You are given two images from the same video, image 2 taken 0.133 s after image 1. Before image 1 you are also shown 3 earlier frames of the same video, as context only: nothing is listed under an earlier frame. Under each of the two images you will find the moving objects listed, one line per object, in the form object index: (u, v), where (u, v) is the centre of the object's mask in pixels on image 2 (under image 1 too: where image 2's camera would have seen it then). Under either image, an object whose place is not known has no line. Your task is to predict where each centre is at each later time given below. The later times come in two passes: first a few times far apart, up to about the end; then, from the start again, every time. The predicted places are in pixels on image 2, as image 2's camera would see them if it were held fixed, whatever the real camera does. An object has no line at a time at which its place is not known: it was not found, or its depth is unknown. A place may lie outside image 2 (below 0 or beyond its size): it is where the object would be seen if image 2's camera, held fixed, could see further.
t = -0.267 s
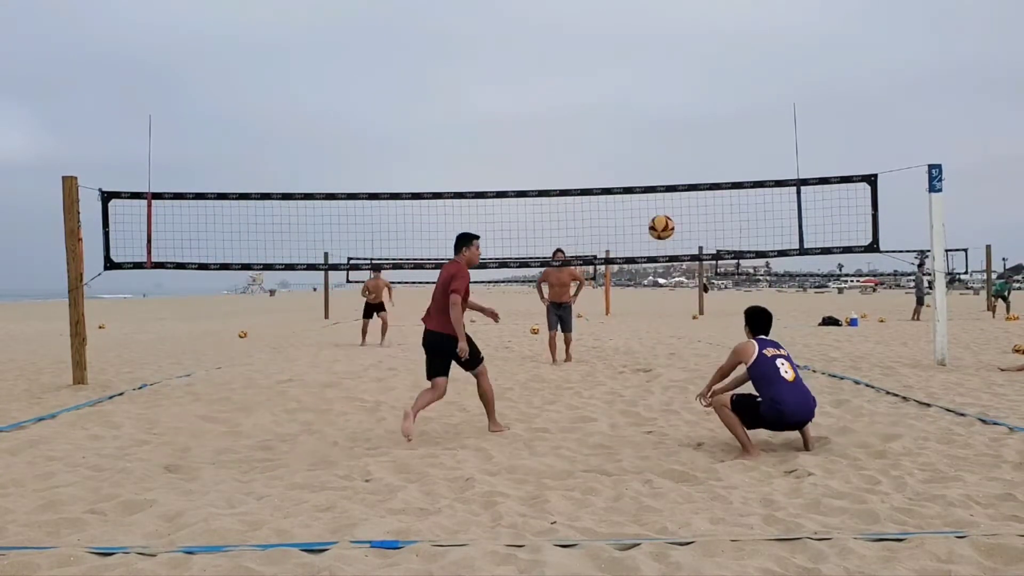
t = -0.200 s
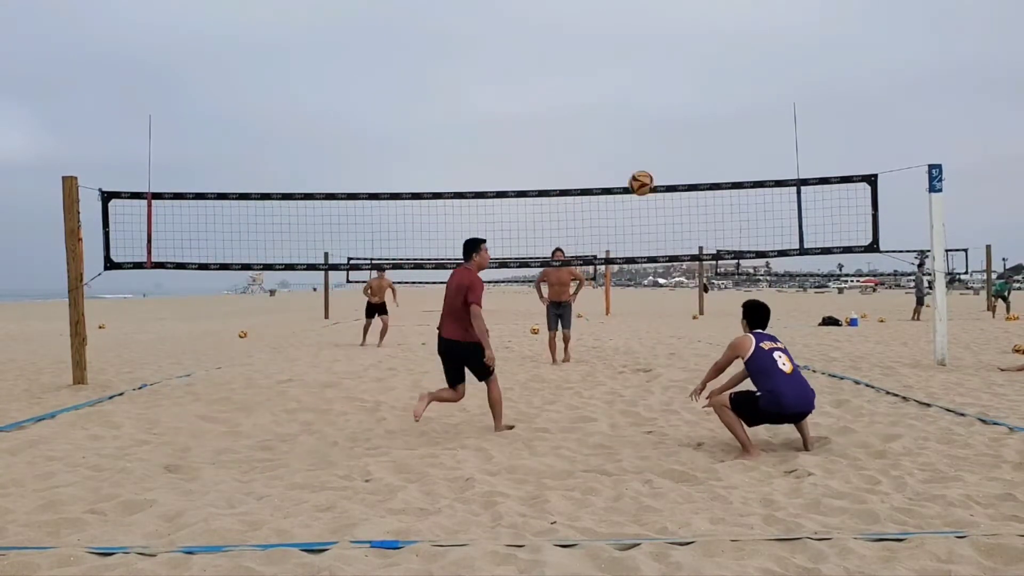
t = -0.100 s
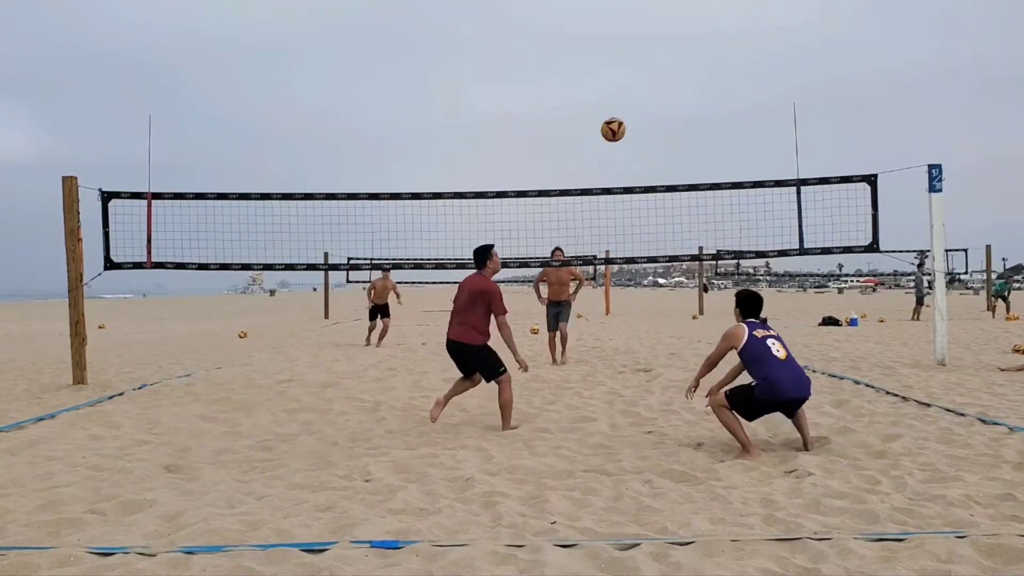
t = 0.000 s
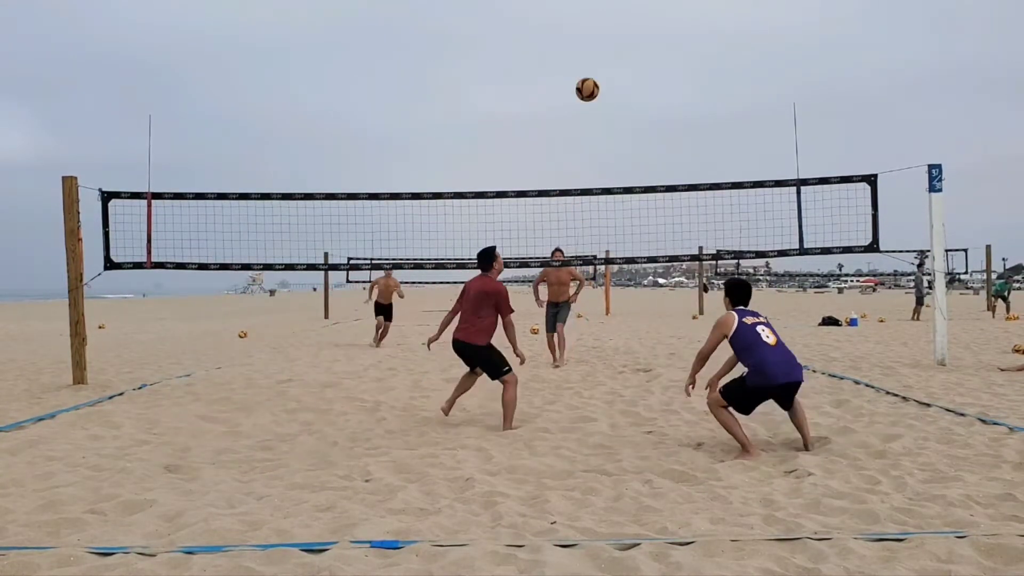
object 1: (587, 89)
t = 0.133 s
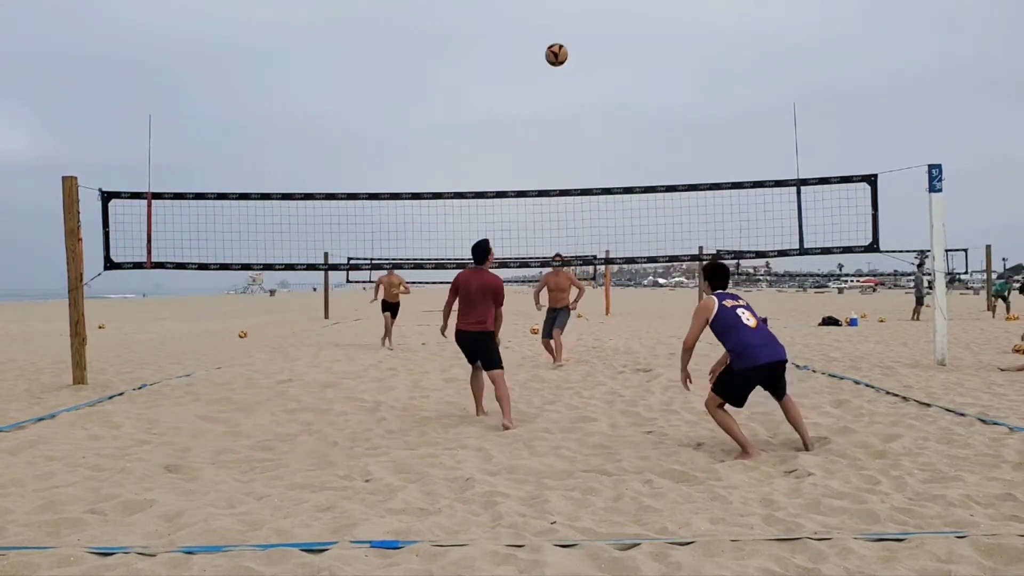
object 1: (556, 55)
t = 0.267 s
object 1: (528, 40)
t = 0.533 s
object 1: (481, 61)
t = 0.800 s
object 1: (443, 140)
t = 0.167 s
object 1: (549, 49)
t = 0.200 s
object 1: (542, 45)
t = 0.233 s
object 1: (535, 42)
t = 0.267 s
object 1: (528, 40)
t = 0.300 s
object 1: (522, 39)
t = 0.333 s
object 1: (516, 39)
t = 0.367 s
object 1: (509, 40)
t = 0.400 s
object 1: (504, 43)
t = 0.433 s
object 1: (498, 46)
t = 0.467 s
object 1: (492, 50)
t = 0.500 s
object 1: (486, 55)
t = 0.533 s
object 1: (481, 61)
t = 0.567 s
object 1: (476, 68)
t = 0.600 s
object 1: (471, 76)
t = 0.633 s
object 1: (466, 85)
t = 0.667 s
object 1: (461, 95)
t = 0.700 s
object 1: (456, 105)
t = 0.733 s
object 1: (451, 116)
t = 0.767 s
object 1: (447, 127)
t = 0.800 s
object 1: (443, 140)
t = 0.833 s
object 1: (439, 153)
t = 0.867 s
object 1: (435, 167)
